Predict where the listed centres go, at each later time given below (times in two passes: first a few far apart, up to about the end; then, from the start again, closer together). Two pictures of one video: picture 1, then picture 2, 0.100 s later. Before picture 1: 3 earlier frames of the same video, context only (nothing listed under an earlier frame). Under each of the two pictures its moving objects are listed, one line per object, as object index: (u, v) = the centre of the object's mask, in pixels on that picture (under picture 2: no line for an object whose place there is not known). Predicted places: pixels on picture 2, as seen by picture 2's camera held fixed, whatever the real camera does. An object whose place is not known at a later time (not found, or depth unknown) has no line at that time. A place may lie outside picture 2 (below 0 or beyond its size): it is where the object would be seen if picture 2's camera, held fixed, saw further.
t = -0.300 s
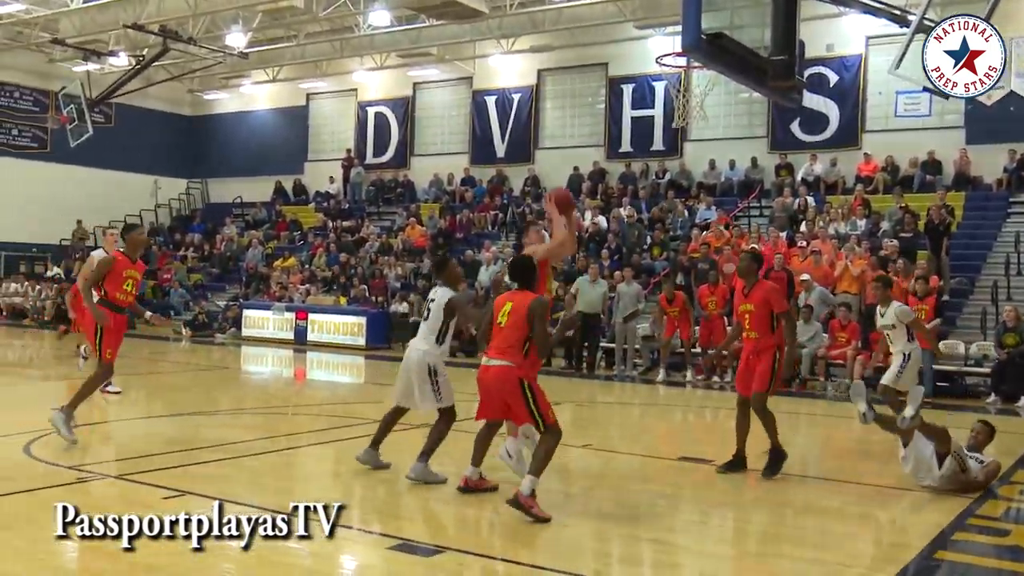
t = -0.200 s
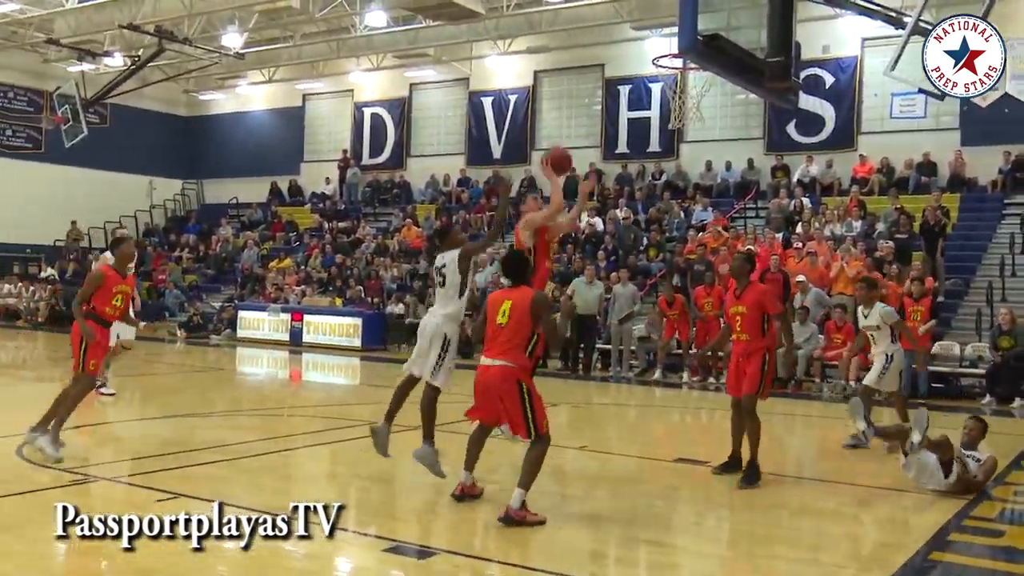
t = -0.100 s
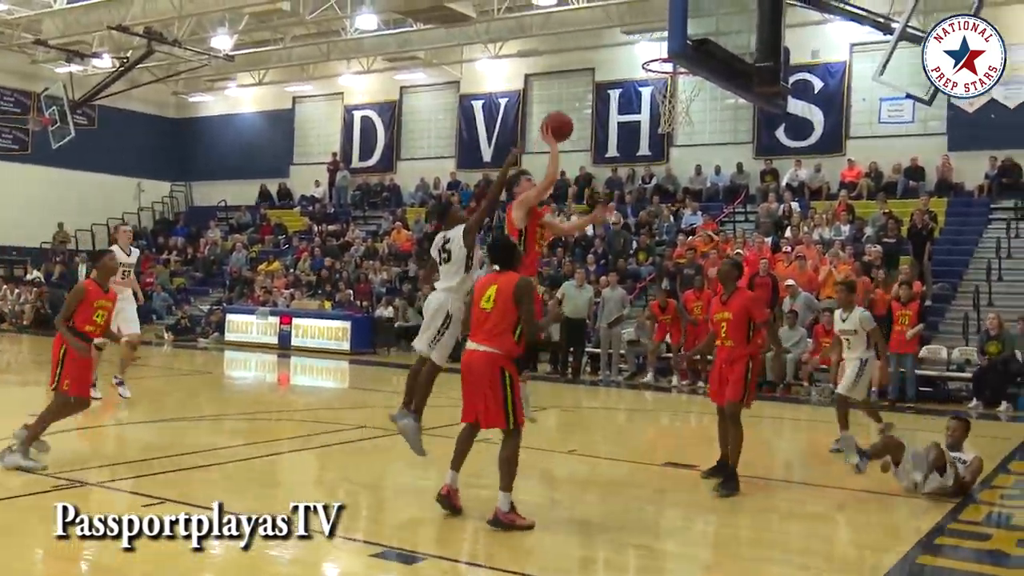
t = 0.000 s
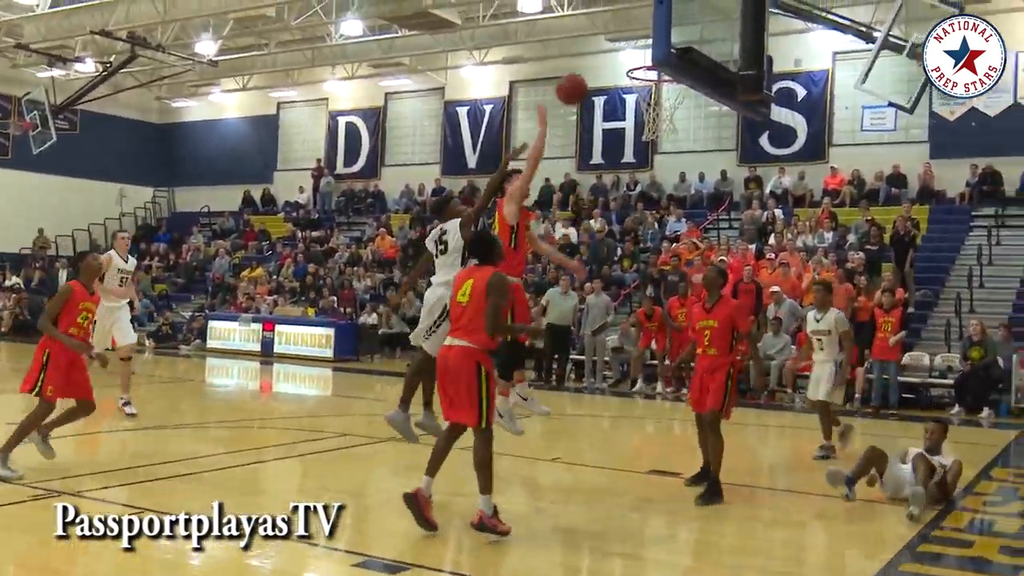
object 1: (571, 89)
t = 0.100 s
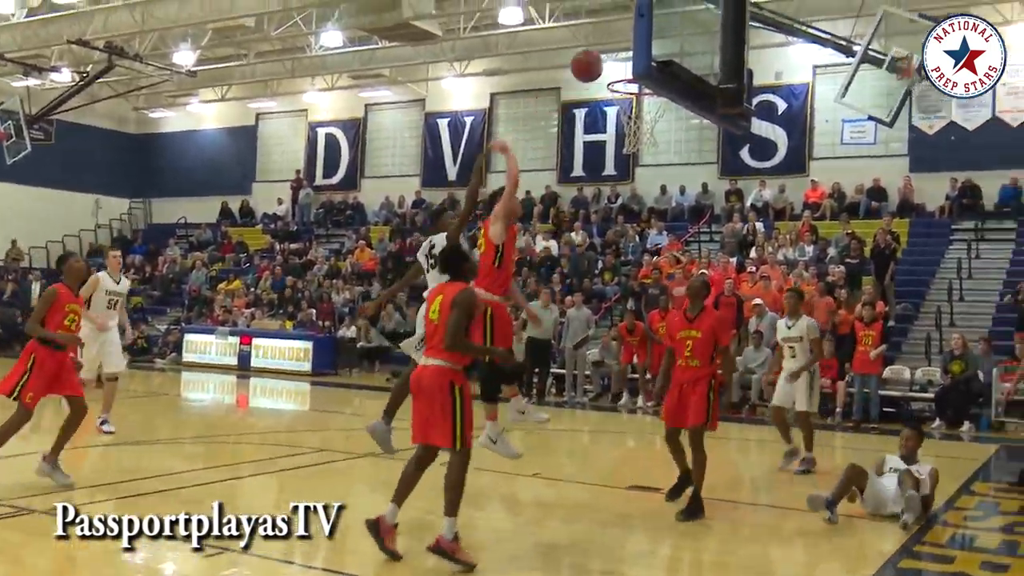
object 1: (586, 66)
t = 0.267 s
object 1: (657, 39)
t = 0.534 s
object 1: (625, 67)
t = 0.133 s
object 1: (599, 56)
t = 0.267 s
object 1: (657, 39)
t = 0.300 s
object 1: (663, 38)
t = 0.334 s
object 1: (671, 36)
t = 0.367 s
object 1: (685, 37)
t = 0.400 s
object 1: (682, 40)
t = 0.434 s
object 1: (670, 43)
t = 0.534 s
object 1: (625, 67)
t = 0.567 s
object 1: (619, 80)
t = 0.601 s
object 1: (619, 76)
